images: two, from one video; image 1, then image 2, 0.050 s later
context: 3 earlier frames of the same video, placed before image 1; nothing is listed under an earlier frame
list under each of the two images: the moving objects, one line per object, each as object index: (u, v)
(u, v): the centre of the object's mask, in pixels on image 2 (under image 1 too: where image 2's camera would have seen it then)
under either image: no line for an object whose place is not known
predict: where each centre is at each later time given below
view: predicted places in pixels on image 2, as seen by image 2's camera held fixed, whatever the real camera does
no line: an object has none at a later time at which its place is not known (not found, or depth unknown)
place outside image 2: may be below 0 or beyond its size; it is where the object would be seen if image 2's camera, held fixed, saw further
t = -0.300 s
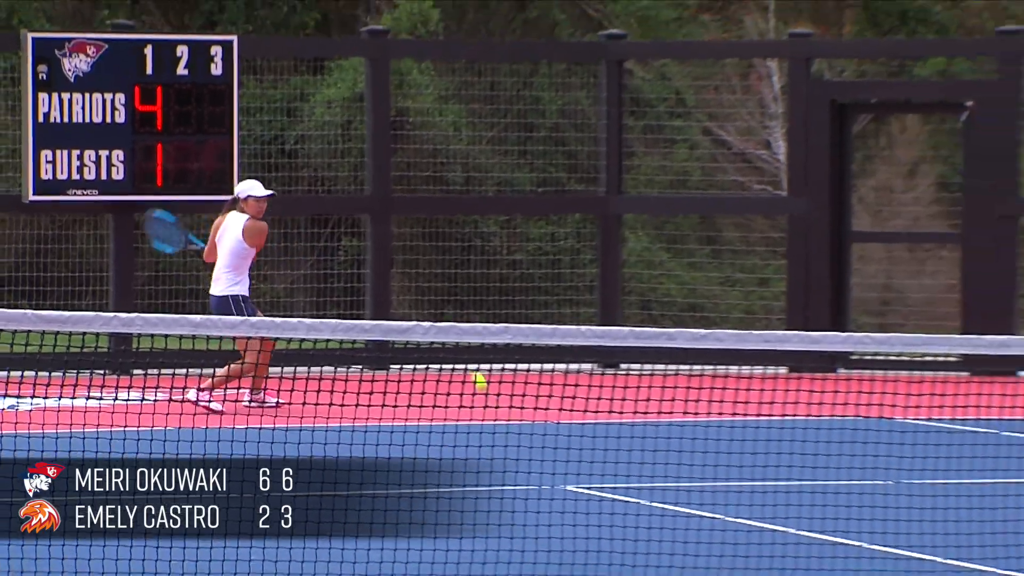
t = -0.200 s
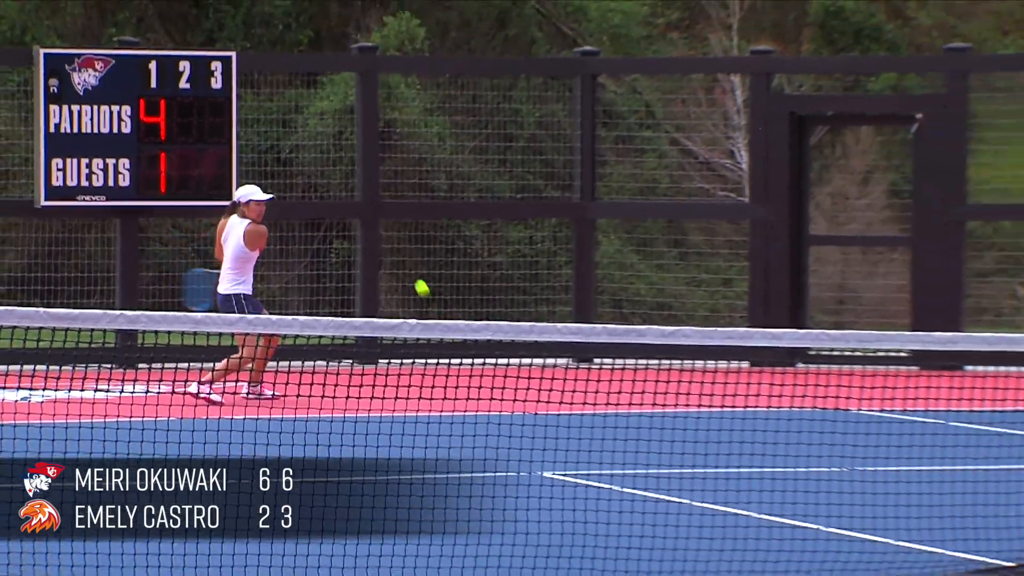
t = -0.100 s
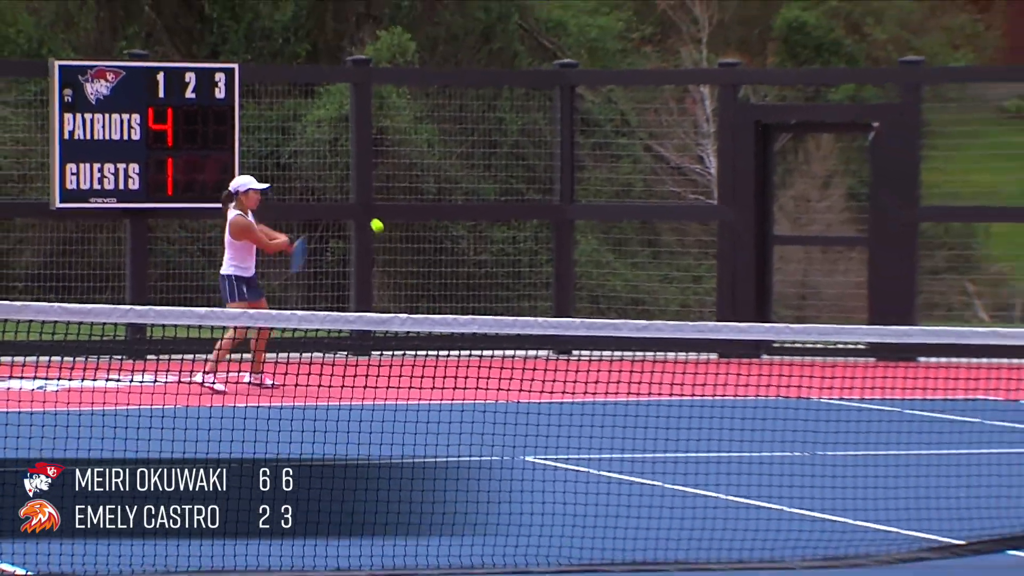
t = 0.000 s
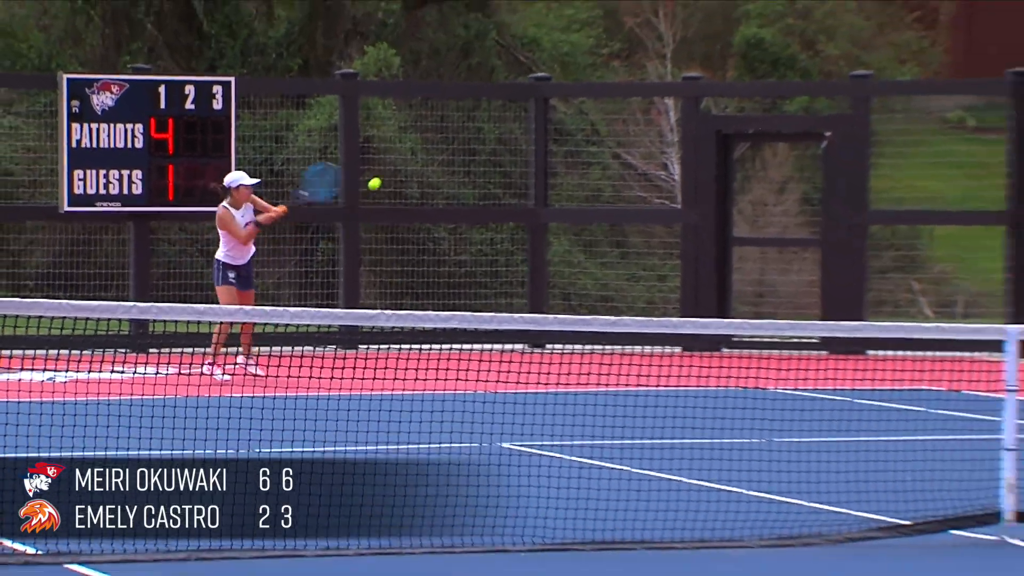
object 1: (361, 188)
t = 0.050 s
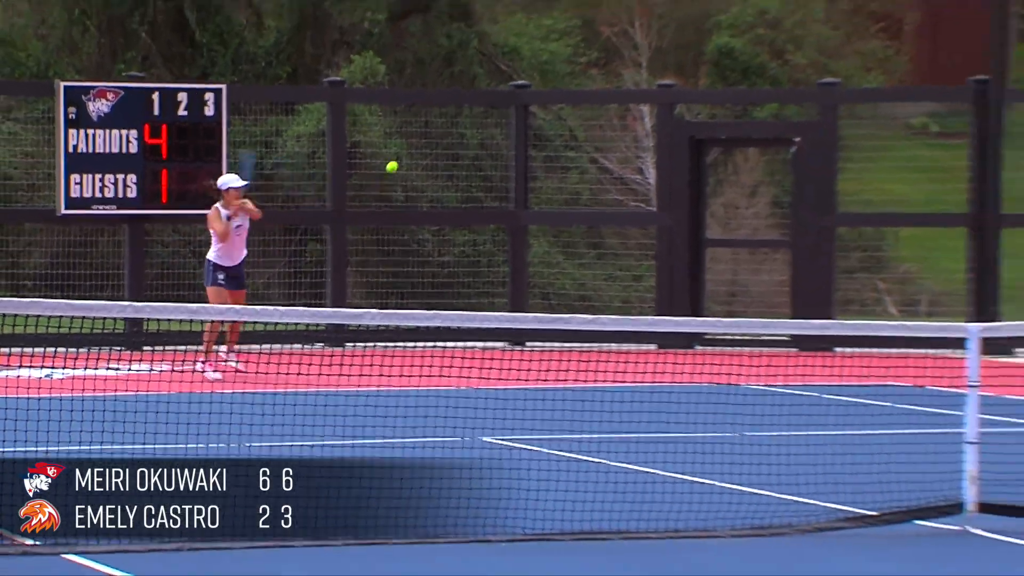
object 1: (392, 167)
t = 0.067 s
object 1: (402, 161)
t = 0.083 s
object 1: (414, 155)
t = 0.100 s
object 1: (425, 149)
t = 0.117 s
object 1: (436, 144)
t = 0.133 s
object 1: (447, 139)
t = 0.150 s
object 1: (460, 134)
